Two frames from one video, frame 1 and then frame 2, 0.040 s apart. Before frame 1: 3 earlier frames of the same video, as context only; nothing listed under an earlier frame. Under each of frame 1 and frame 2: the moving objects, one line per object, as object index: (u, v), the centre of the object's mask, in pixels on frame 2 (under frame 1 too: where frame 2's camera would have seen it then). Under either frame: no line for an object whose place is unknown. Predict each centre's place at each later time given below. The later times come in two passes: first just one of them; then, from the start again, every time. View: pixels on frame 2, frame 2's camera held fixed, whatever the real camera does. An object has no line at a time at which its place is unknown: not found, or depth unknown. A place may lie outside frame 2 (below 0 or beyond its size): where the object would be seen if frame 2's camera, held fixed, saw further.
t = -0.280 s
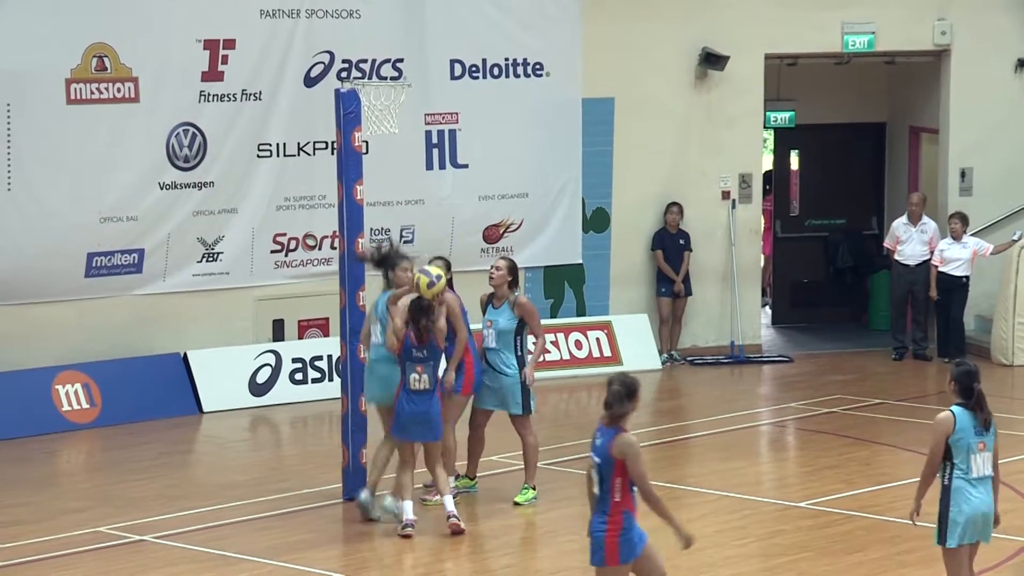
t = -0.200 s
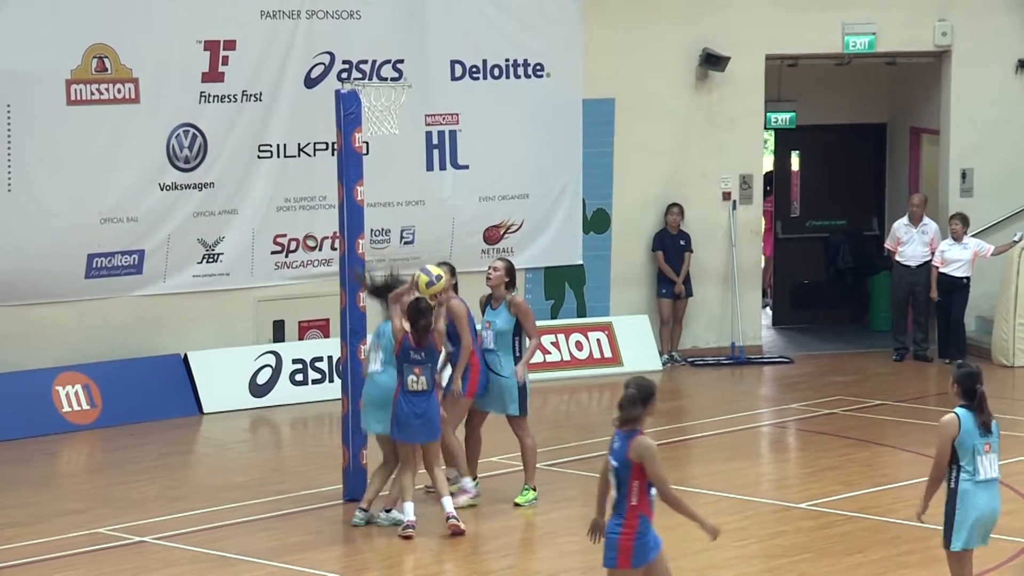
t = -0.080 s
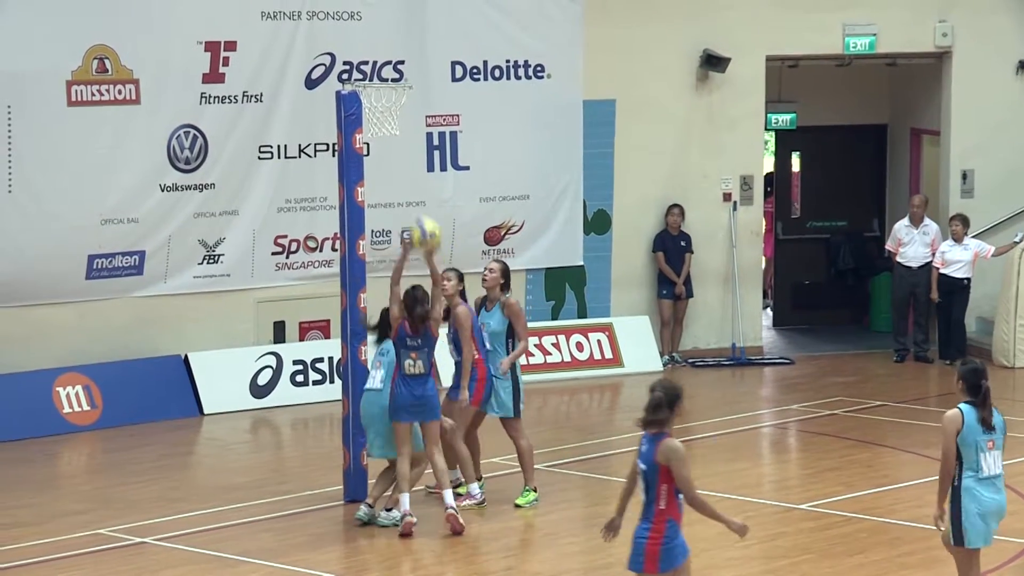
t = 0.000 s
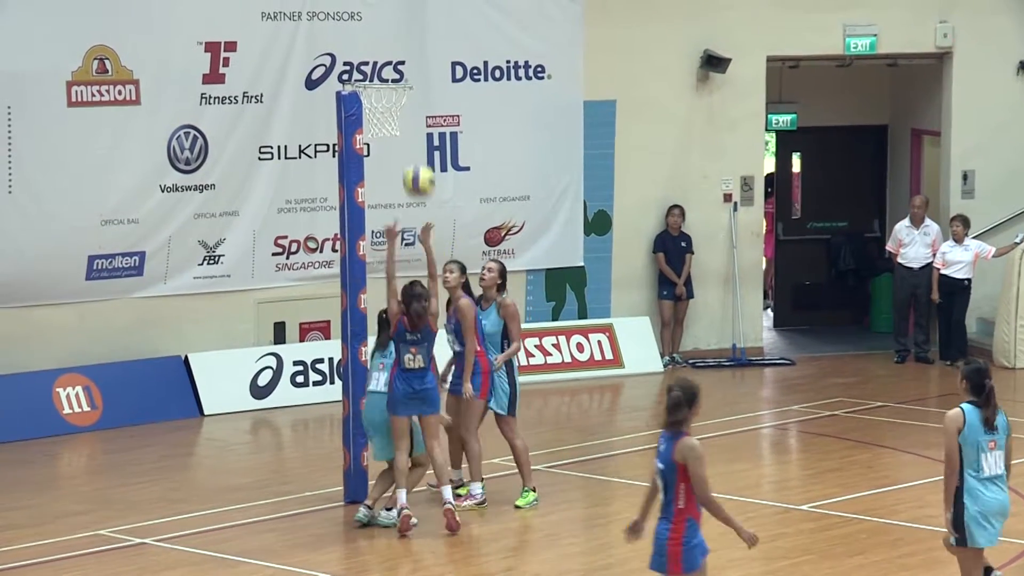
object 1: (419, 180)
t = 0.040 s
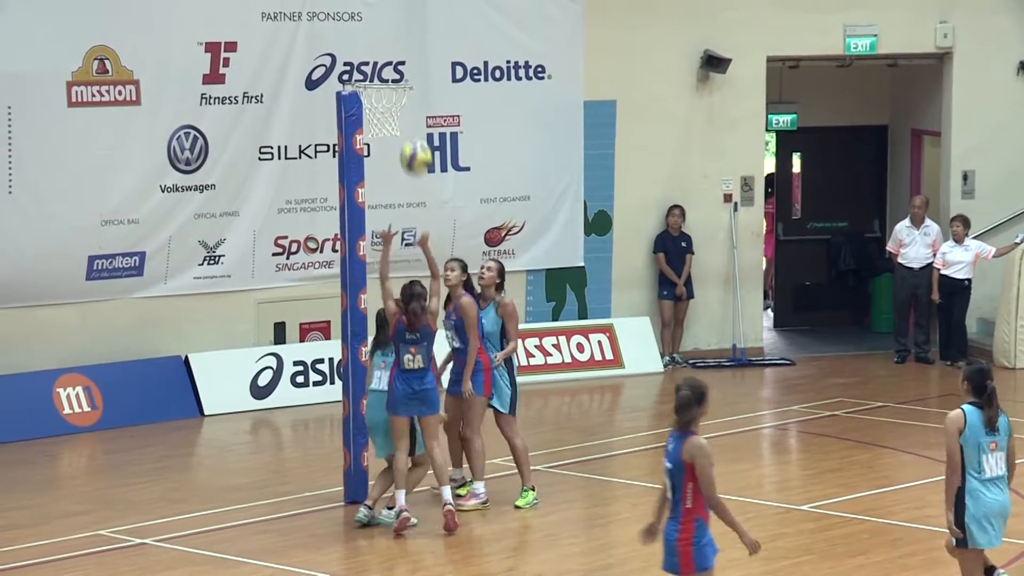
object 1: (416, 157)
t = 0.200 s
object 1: (402, 85)
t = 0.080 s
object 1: (412, 136)
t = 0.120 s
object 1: (409, 117)
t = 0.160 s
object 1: (406, 100)
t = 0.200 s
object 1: (402, 85)
